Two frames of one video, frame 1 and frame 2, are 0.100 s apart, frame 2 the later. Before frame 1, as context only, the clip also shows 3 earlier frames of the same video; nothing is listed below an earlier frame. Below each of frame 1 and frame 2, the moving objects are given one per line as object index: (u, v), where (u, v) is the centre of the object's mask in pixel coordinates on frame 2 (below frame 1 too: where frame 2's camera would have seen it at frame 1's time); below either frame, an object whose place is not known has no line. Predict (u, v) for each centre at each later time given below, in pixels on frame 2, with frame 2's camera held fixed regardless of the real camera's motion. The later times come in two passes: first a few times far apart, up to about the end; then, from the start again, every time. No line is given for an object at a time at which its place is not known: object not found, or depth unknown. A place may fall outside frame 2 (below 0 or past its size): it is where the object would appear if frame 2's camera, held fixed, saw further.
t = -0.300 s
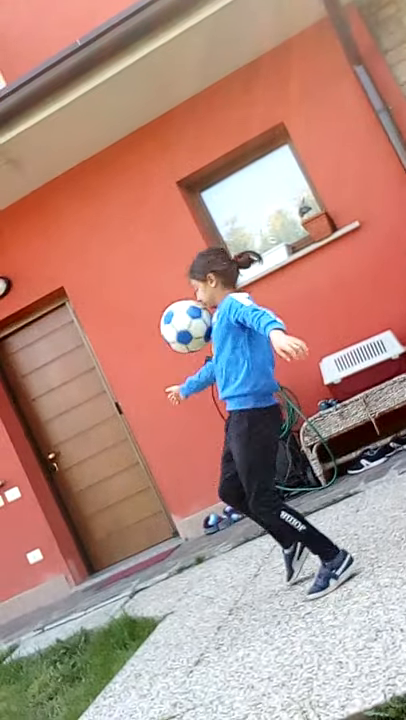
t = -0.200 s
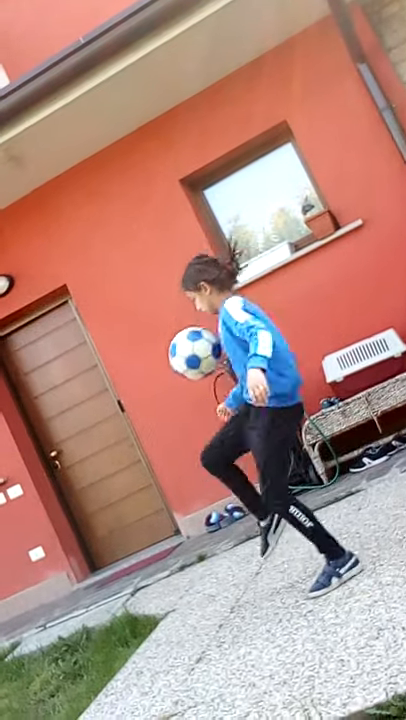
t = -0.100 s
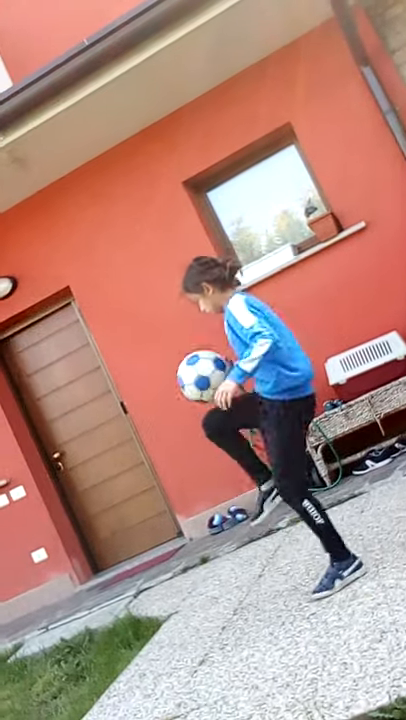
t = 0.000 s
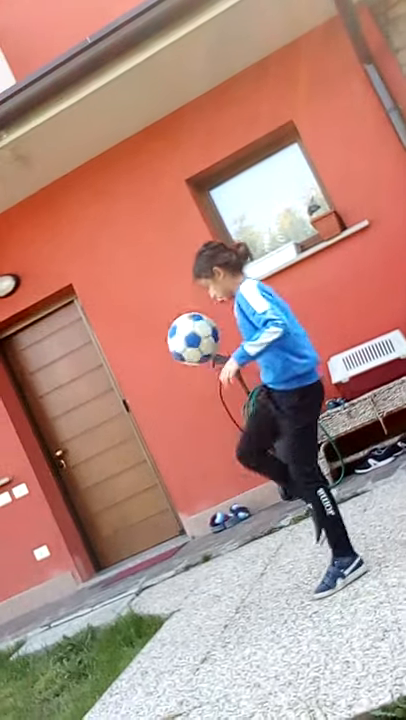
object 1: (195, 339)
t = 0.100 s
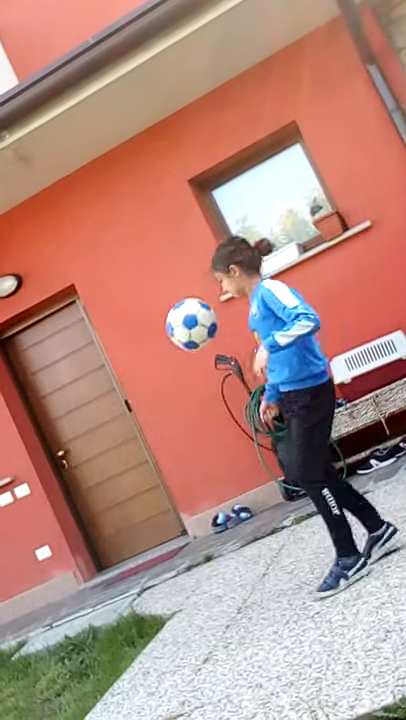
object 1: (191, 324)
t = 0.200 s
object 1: (197, 329)
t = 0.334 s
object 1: (219, 367)
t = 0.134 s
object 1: (192, 323)
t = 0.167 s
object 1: (195, 325)
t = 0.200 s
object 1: (197, 329)
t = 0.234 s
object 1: (201, 335)
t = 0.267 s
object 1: (206, 343)
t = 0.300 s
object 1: (213, 354)
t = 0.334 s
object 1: (219, 367)
